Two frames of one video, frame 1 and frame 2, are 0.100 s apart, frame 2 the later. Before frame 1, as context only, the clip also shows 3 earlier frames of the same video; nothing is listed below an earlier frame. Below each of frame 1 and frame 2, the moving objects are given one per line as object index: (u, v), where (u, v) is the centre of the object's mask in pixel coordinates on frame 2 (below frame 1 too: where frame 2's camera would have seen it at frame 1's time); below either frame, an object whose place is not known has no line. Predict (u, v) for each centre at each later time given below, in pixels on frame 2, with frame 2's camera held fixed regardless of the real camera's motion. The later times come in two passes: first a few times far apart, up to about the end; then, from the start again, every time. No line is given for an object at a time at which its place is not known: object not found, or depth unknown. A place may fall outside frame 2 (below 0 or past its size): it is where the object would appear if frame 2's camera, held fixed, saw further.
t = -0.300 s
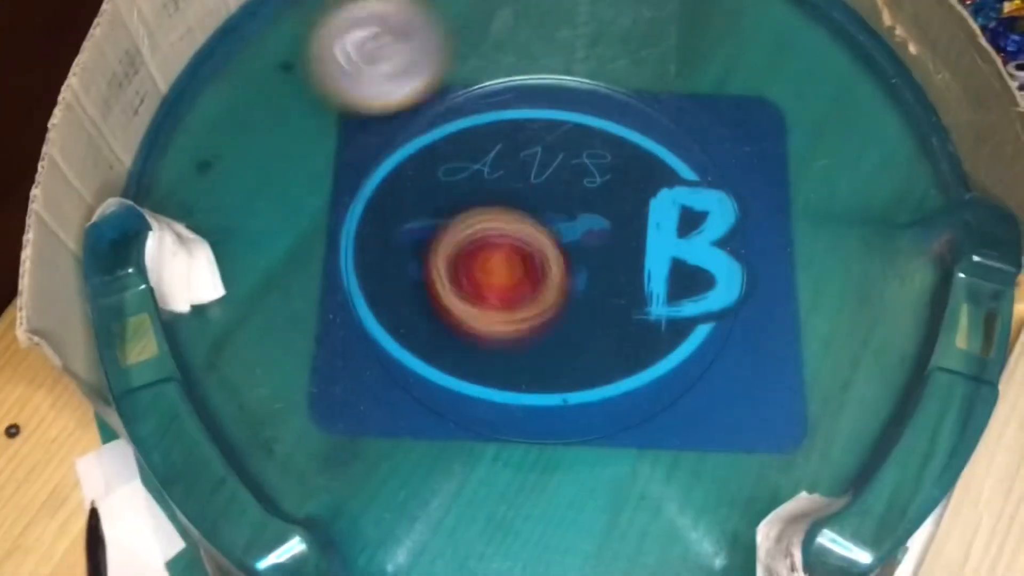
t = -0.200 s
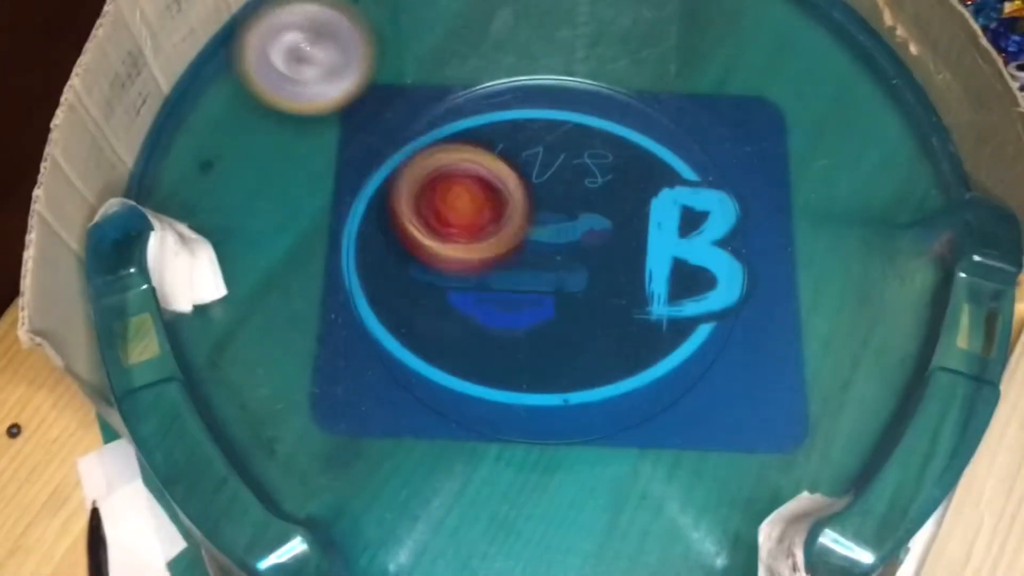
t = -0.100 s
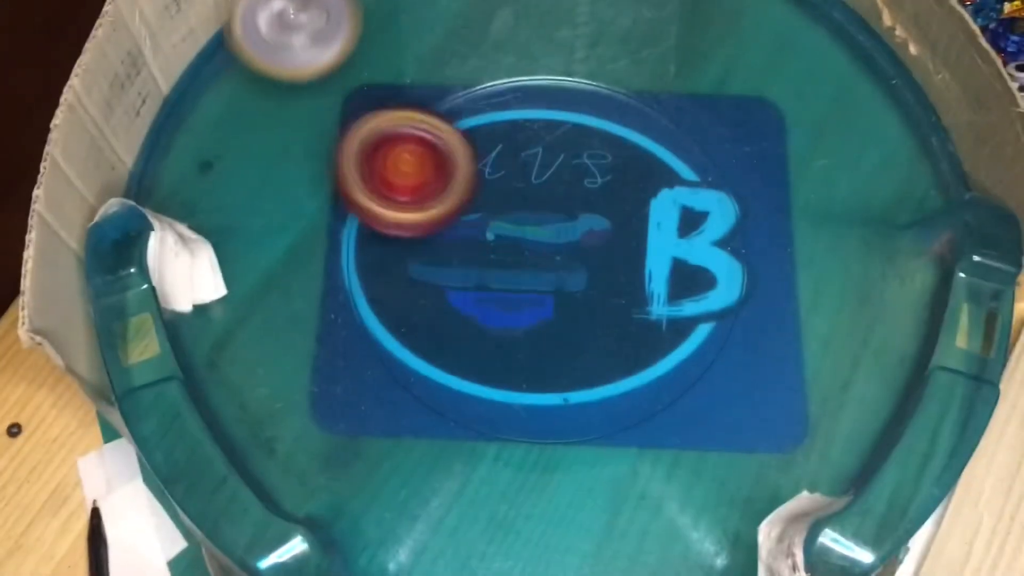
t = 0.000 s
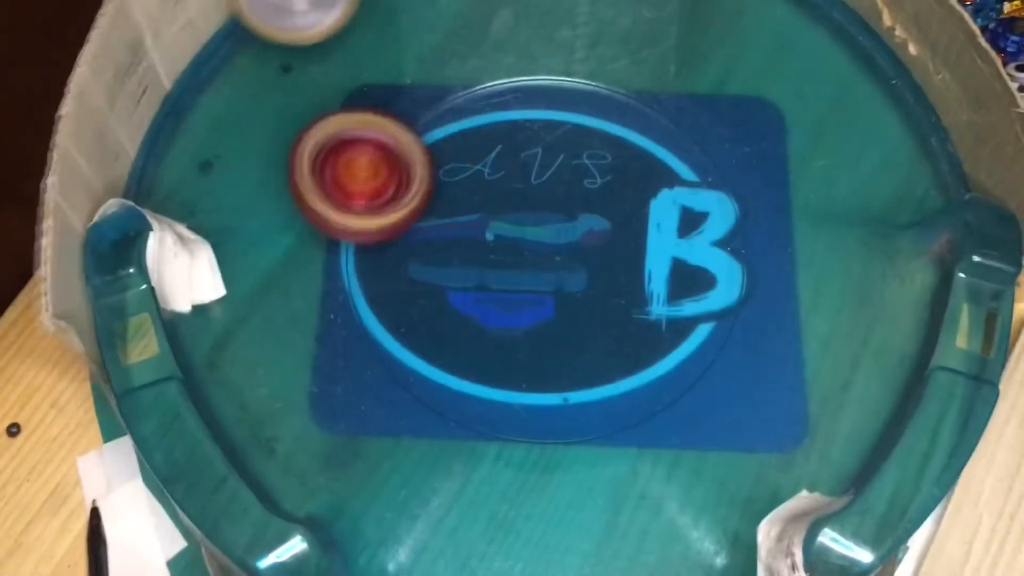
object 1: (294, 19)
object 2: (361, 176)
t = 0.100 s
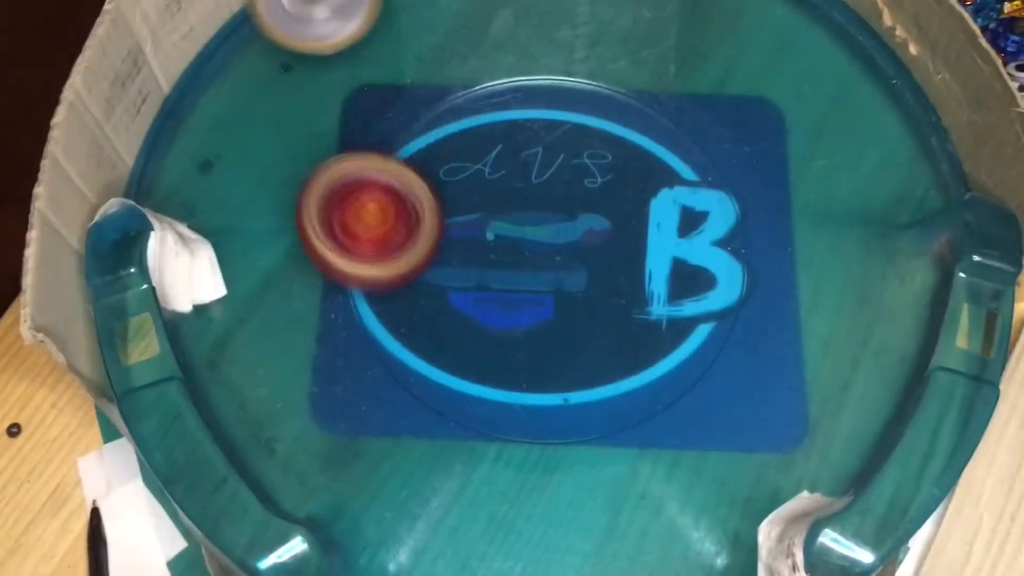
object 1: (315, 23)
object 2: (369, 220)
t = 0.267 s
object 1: (344, 43)
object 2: (440, 258)
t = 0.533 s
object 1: (382, 191)
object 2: (593, 200)
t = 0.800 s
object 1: (729, 345)
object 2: (643, 86)
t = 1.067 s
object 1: (721, 31)
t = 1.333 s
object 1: (517, 240)
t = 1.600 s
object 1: (735, 336)
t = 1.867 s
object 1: (632, 108)
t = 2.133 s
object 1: (403, 368)
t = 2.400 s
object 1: (618, 563)
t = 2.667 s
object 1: (633, 333)
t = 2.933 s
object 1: (478, 109)
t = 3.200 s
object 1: (360, 301)
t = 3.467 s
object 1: (655, 280)
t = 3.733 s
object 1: (522, 69)
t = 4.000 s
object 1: (434, 299)
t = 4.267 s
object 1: (623, 254)
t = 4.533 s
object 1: (493, 123)
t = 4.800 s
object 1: (461, 308)
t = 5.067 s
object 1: (690, 254)
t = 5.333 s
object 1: (575, 91)
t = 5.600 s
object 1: (428, 259)
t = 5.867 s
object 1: (657, 364)
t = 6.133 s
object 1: (704, 152)
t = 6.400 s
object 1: (460, 166)
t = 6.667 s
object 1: (489, 389)
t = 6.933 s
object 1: (716, 298)
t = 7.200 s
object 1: (563, 137)
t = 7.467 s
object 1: (390, 235)
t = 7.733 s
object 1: (566, 362)
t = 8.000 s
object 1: (662, 240)
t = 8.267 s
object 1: (545, 247)
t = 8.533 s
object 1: (625, 332)
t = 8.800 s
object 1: (592, 194)
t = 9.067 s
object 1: (436, 246)
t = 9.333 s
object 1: (561, 343)
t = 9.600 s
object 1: (607, 196)
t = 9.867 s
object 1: (452, 176)
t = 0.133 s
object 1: (319, 26)
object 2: (379, 235)
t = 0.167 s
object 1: (323, 29)
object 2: (392, 247)
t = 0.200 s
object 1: (328, 33)
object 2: (407, 255)
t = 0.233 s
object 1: (337, 38)
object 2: (423, 258)
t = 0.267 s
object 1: (344, 43)
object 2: (440, 258)
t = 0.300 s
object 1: (352, 50)
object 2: (457, 253)
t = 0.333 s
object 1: (363, 58)
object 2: (474, 245)
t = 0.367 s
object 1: (374, 71)
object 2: (490, 233)
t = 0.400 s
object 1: (387, 85)
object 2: (505, 219)
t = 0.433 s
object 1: (401, 110)
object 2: (516, 204)
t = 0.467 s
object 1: (397, 130)
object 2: (540, 202)
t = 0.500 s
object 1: (389, 154)
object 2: (568, 203)
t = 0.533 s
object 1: (382, 191)
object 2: (593, 200)
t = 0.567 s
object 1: (387, 233)
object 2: (615, 193)
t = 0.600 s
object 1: (404, 278)
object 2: (632, 182)
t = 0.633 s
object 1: (439, 321)
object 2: (644, 170)
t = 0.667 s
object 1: (487, 358)
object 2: (651, 155)
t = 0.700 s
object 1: (547, 380)
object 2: (654, 138)
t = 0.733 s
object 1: (611, 386)
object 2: (654, 121)
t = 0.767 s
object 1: (678, 379)
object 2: (651, 103)
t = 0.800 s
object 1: (729, 345)
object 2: (643, 86)
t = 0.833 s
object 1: (775, 292)
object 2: (627, 78)
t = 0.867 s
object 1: (807, 235)
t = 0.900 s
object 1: (826, 176)
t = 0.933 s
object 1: (840, 124)
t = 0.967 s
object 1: (851, 79)
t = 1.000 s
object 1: (818, 49)
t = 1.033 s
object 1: (774, 32)
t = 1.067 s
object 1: (721, 31)
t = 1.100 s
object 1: (674, 53)
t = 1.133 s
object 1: (625, 99)
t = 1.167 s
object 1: (607, 119)
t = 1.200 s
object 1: (592, 137)
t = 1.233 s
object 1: (569, 153)
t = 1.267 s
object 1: (543, 179)
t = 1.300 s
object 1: (525, 206)
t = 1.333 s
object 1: (517, 240)
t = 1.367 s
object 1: (519, 276)
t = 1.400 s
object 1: (531, 312)
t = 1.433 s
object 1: (554, 339)
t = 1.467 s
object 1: (587, 365)
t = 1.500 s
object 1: (626, 380)
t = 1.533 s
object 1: (667, 382)
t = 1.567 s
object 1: (703, 360)
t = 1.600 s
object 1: (735, 336)
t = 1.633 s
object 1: (762, 303)
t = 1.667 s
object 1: (780, 269)
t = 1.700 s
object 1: (784, 231)
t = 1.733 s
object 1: (773, 196)
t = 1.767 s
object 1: (752, 163)
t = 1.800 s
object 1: (721, 138)
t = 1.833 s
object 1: (680, 119)
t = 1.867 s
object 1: (632, 108)
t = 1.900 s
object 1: (583, 112)
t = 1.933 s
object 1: (532, 124)
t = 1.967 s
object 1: (486, 147)
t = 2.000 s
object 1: (446, 179)
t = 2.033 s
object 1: (415, 220)
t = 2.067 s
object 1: (396, 264)
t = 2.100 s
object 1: (390, 320)
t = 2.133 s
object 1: (403, 368)
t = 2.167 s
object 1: (438, 411)
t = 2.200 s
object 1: (479, 450)
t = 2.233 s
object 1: (514, 493)
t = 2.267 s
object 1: (542, 519)
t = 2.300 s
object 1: (563, 538)
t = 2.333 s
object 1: (577, 555)
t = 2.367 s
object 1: (590, 564)
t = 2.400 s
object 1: (618, 563)
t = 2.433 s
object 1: (647, 549)
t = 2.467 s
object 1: (669, 536)
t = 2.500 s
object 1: (685, 522)
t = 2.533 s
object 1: (691, 499)
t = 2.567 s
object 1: (679, 458)
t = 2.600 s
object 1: (656, 416)
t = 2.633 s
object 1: (640, 376)
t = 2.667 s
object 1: (633, 333)
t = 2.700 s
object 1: (630, 293)
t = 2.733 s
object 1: (627, 252)
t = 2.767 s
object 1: (618, 214)
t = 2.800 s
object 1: (599, 184)
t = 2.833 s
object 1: (579, 157)
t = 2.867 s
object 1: (549, 136)
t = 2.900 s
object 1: (515, 118)
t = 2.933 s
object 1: (478, 109)
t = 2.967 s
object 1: (441, 107)
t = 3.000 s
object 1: (407, 114)
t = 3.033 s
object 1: (378, 141)
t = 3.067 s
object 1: (354, 168)
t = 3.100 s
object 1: (336, 199)
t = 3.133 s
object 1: (332, 233)
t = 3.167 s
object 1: (341, 268)
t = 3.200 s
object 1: (360, 301)
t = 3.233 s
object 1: (391, 334)
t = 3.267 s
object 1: (432, 357)
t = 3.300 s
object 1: (477, 368)
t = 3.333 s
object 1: (522, 369)
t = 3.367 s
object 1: (564, 358)
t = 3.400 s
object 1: (601, 339)
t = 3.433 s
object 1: (633, 312)
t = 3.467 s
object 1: (655, 280)
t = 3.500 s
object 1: (672, 240)
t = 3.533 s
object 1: (681, 201)
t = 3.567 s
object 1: (678, 162)
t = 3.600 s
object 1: (667, 129)
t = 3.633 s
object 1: (648, 96)
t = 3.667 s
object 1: (619, 72)
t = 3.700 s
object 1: (574, 66)
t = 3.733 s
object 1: (522, 69)
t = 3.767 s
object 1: (476, 77)
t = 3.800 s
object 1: (433, 101)
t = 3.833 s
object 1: (399, 132)
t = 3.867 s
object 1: (381, 163)
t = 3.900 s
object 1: (375, 201)
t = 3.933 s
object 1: (383, 238)
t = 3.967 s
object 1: (404, 271)
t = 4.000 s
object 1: (434, 299)
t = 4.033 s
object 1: (472, 322)
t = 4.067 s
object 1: (512, 334)
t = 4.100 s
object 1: (525, 331)
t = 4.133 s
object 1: (545, 326)
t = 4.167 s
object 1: (570, 316)
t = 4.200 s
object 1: (593, 302)
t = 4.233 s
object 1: (611, 280)
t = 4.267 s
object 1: (623, 254)
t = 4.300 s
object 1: (628, 227)
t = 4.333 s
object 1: (625, 201)
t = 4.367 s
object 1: (616, 175)
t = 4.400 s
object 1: (600, 154)
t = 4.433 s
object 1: (578, 137)
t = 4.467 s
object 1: (552, 125)
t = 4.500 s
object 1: (523, 121)
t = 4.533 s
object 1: (493, 123)
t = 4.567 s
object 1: (465, 133)
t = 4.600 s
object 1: (441, 150)
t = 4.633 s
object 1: (423, 171)
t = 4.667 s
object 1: (413, 198)
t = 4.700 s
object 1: (412, 227)
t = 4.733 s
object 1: (421, 256)
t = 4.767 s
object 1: (436, 284)
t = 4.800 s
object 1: (461, 308)
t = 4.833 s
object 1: (491, 325)
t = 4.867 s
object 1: (526, 337)
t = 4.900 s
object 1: (560, 340)
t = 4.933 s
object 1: (593, 335)
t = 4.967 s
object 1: (624, 324)
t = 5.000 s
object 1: (650, 307)
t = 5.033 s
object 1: (674, 284)
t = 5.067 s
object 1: (690, 254)
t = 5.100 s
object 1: (698, 224)
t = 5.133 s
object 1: (698, 193)
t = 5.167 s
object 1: (692, 166)
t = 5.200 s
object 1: (678, 142)
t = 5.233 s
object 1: (658, 121)
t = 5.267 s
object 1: (634, 105)
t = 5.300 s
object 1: (605, 96)
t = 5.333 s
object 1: (575, 91)
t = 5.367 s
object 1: (542, 94)
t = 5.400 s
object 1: (509, 104)
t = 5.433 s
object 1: (479, 120)
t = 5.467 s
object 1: (455, 143)
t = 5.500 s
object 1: (438, 168)
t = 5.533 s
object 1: (427, 198)
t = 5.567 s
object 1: (425, 228)
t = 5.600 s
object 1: (428, 259)
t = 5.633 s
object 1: (443, 291)
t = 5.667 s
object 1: (463, 317)
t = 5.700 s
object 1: (488, 342)
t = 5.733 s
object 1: (520, 361)
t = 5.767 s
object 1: (554, 372)
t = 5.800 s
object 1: (590, 376)
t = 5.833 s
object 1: (624, 374)
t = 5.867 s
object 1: (657, 364)
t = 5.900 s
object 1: (685, 349)
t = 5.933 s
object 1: (711, 328)
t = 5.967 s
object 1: (728, 301)
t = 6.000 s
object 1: (739, 272)
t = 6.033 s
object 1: (741, 238)
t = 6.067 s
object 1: (735, 205)
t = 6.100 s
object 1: (724, 176)
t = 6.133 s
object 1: (704, 152)
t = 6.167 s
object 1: (679, 135)
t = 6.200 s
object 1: (650, 121)
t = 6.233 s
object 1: (618, 114)
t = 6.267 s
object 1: (584, 114)
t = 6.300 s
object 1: (549, 119)
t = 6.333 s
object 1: (516, 130)
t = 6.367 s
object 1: (485, 146)
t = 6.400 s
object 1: (460, 166)
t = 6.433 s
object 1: (440, 190)
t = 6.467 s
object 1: (427, 220)
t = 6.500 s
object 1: (420, 248)
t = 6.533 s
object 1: (420, 279)
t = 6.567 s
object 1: (427, 310)
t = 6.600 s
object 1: (441, 340)
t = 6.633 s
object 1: (462, 367)
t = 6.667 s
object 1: (489, 389)
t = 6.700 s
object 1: (519, 405)
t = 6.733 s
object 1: (553, 414)
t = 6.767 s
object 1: (591, 411)
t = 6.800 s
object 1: (631, 397)
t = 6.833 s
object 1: (666, 378)
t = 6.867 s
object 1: (690, 354)
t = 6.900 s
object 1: (708, 328)
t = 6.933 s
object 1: (716, 298)
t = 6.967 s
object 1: (718, 268)
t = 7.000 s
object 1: (710, 237)
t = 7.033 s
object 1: (696, 209)
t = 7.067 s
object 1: (678, 185)
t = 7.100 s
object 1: (653, 164)
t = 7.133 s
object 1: (624, 150)
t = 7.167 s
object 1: (595, 142)
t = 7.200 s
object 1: (563, 137)
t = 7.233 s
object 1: (533, 134)
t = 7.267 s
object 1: (505, 134)
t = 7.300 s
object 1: (476, 139)
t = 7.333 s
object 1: (450, 149)
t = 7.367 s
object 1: (426, 163)
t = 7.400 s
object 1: (407, 184)
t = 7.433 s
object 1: (396, 209)
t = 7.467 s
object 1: (390, 235)
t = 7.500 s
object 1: (393, 262)
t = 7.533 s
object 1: (402, 289)
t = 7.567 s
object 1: (419, 315)
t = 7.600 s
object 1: (442, 335)
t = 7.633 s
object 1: (470, 352)
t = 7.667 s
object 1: (502, 363)
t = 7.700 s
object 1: (533, 365)
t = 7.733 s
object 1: (566, 362)
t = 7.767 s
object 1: (594, 353)
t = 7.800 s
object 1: (621, 337)
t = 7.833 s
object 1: (643, 317)
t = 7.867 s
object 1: (651, 313)
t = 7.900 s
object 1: (658, 302)
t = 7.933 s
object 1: (667, 284)
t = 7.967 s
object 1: (668, 264)
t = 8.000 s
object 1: (662, 240)
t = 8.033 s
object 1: (650, 221)
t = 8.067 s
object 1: (634, 206)
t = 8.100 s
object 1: (621, 205)
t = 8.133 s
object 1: (606, 204)
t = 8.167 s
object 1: (587, 209)
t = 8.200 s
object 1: (569, 218)
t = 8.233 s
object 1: (554, 232)
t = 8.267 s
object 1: (545, 247)
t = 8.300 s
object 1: (539, 265)
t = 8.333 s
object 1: (539, 284)
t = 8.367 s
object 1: (545, 302)
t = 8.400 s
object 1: (555, 318)
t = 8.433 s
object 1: (570, 327)
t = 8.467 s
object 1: (588, 335)
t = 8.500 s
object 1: (607, 337)
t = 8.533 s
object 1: (625, 332)
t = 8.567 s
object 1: (641, 321)
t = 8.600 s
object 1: (650, 305)
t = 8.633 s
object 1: (652, 287)
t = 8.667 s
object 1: (648, 270)
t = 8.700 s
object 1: (638, 250)
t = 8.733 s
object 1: (629, 225)
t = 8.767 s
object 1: (614, 207)
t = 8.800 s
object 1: (592, 194)
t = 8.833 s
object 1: (571, 186)
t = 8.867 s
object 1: (546, 181)
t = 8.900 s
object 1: (521, 182)
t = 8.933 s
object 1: (499, 186)
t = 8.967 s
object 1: (476, 196)
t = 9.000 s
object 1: (458, 210)
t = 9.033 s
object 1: (444, 227)
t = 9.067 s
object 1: (436, 246)
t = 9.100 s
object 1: (433, 268)
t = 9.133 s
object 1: (439, 289)
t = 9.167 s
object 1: (450, 309)
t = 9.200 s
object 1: (466, 325)
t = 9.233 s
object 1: (487, 339)
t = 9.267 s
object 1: (511, 347)
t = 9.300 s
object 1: (536, 348)
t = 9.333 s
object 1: (561, 343)
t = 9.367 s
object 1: (582, 332)
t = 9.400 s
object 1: (599, 319)
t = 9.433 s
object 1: (615, 301)
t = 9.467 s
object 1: (623, 282)
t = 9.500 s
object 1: (628, 257)
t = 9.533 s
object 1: (626, 234)
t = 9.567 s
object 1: (620, 213)
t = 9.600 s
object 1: (607, 196)
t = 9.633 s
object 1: (593, 179)
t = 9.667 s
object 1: (576, 166)
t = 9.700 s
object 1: (556, 155)
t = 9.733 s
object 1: (534, 150)
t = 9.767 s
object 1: (511, 150)
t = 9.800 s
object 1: (490, 153)
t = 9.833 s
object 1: (469, 162)
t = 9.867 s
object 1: (452, 176)
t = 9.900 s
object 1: (438, 193)
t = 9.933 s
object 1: (432, 213)
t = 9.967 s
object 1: (430, 232)
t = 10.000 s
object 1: (434, 254)
